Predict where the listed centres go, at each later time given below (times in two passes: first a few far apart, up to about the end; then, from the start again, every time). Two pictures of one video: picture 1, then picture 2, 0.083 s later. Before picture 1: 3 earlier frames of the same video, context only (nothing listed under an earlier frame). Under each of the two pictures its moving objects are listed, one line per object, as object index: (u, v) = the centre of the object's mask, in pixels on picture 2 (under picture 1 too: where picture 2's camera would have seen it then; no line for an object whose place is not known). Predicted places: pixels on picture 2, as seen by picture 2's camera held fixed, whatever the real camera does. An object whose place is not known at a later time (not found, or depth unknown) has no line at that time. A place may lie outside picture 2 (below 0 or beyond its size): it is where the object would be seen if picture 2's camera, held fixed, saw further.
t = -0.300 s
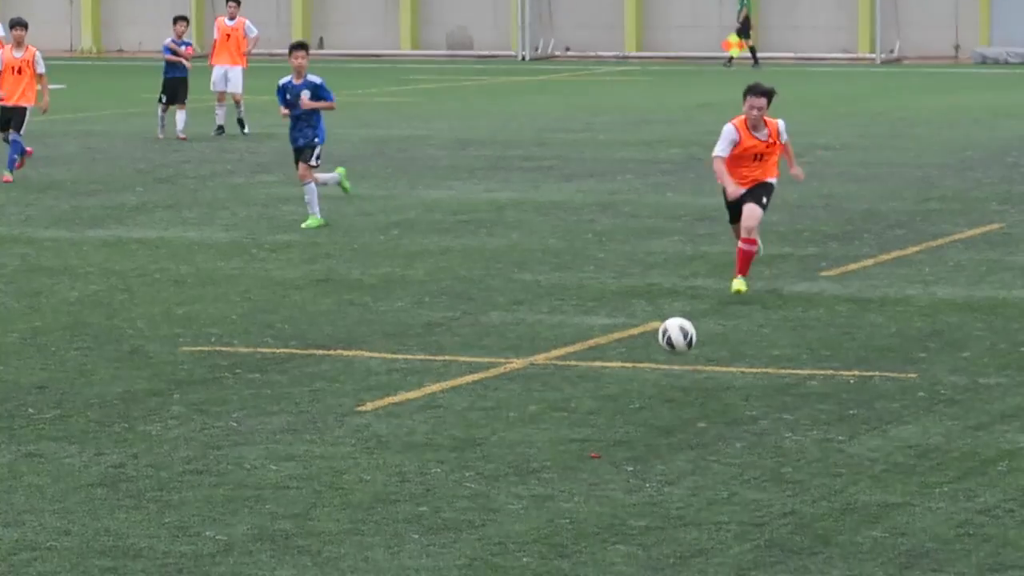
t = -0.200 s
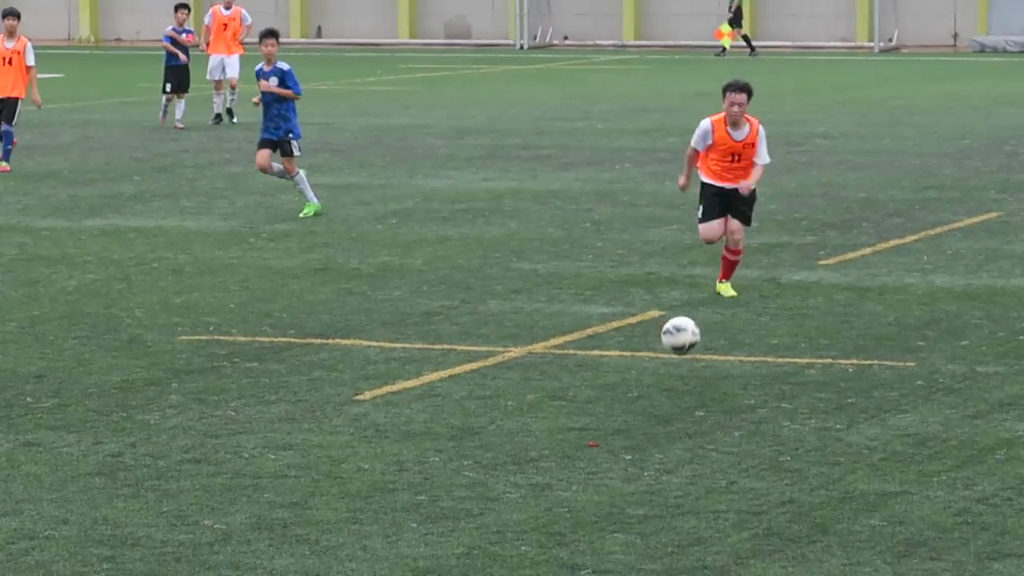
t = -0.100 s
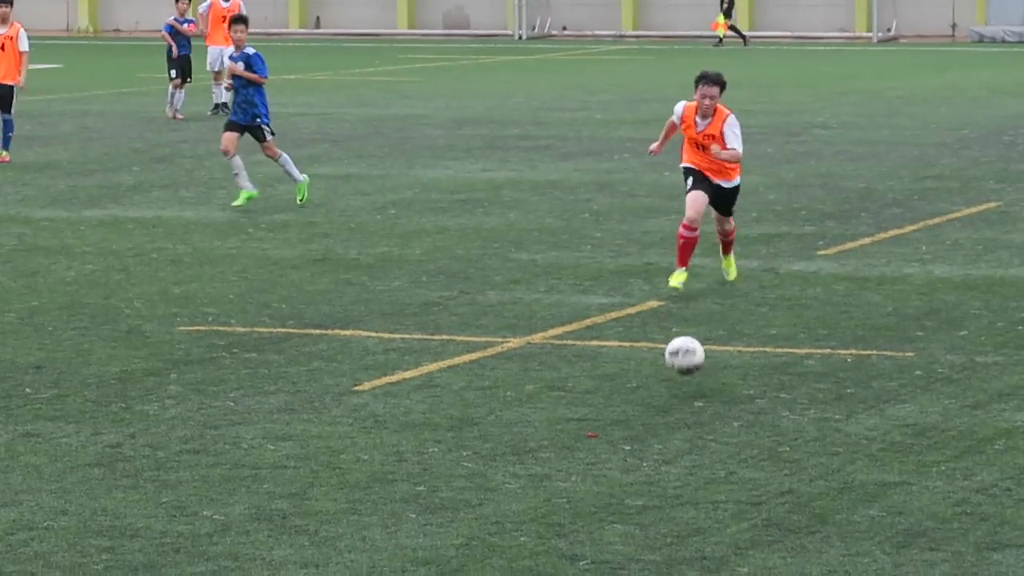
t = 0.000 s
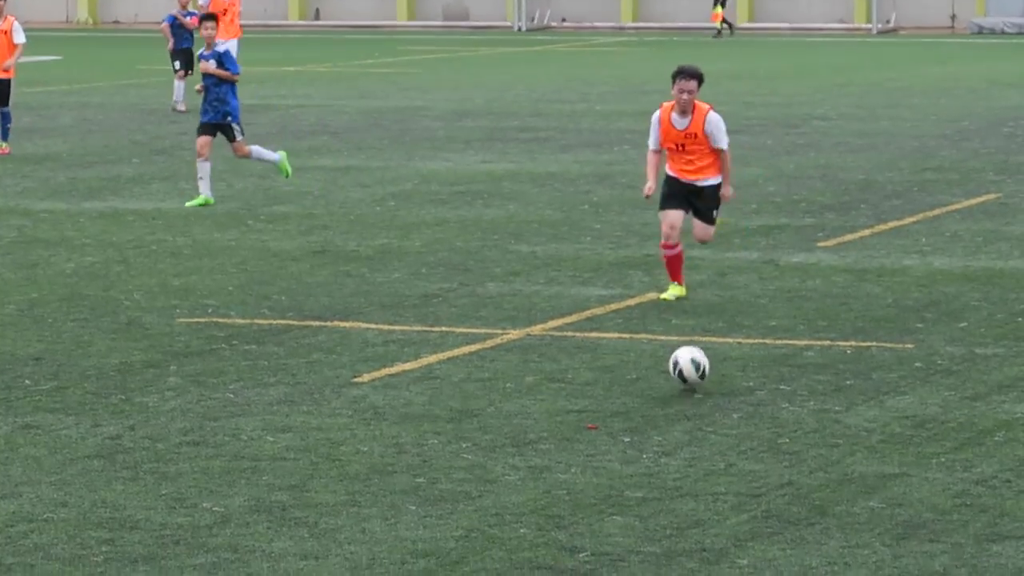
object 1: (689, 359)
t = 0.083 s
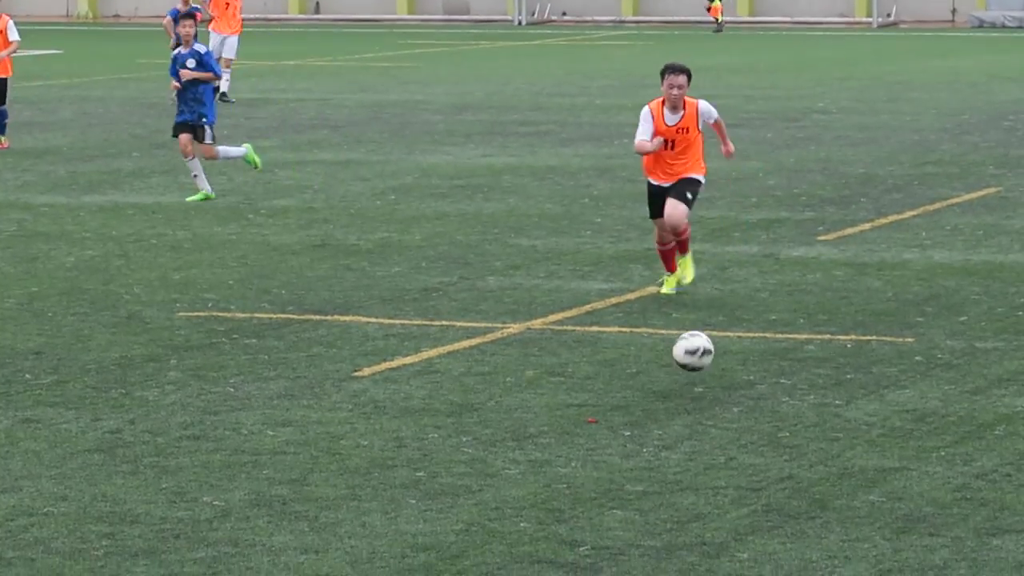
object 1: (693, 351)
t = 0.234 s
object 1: (700, 368)
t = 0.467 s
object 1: (710, 400)
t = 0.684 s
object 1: (718, 439)
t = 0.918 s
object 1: (720, 467)
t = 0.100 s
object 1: (693, 350)
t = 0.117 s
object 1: (694, 351)
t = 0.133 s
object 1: (695, 352)
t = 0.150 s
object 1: (696, 353)
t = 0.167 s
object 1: (697, 356)
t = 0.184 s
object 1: (698, 357)
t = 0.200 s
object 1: (698, 360)
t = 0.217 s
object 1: (699, 364)
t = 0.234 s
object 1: (700, 368)
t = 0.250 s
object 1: (700, 372)
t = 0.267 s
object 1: (701, 377)
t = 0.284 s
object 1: (702, 382)
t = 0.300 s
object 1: (703, 388)
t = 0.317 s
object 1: (704, 397)
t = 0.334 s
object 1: (705, 404)
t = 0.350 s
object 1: (705, 403)
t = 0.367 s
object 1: (706, 401)
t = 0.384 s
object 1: (706, 400)
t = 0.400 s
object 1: (707, 399)
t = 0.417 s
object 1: (708, 398)
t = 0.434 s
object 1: (708, 398)
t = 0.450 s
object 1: (709, 398)
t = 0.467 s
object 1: (710, 400)
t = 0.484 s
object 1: (710, 402)
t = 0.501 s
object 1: (711, 405)
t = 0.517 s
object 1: (712, 408)
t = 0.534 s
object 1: (713, 411)
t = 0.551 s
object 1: (713, 415)
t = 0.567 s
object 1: (714, 420)
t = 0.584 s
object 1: (714, 425)
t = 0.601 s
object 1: (715, 431)
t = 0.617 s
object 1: (716, 437)
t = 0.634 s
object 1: (717, 438)
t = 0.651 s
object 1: (717, 438)
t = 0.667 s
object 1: (717, 438)
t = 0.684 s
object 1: (718, 439)
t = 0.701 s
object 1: (718, 440)
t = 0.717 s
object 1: (718, 442)
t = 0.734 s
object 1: (718, 444)
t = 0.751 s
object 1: (719, 447)
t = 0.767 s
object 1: (719, 451)
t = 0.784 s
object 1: (719, 455)
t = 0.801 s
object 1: (720, 460)
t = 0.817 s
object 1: (720, 462)
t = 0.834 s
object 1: (720, 462)
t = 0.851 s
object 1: (720, 462)
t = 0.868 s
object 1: (720, 462)
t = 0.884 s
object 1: (720, 464)
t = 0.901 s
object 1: (720, 465)
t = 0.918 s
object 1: (720, 467)
